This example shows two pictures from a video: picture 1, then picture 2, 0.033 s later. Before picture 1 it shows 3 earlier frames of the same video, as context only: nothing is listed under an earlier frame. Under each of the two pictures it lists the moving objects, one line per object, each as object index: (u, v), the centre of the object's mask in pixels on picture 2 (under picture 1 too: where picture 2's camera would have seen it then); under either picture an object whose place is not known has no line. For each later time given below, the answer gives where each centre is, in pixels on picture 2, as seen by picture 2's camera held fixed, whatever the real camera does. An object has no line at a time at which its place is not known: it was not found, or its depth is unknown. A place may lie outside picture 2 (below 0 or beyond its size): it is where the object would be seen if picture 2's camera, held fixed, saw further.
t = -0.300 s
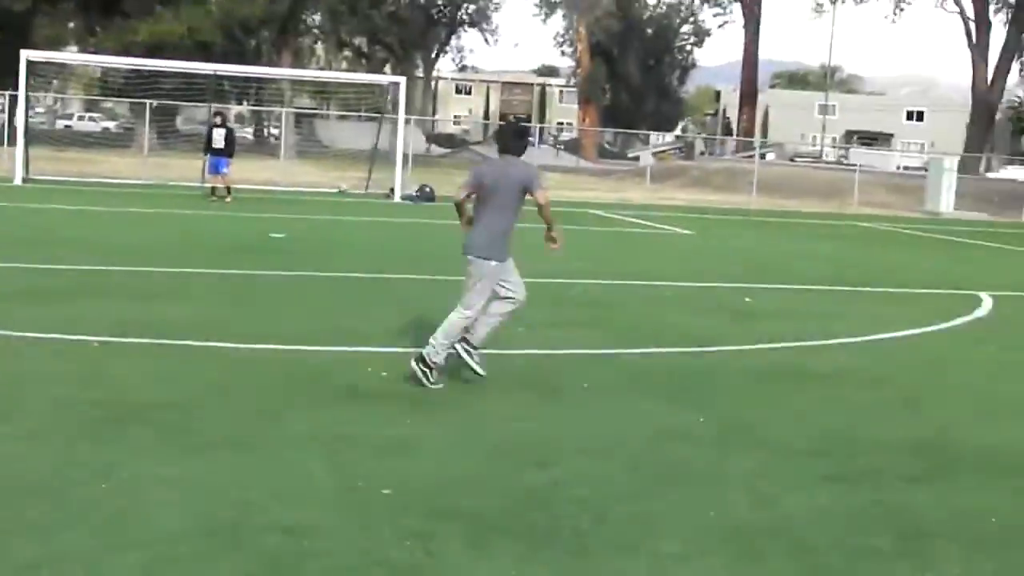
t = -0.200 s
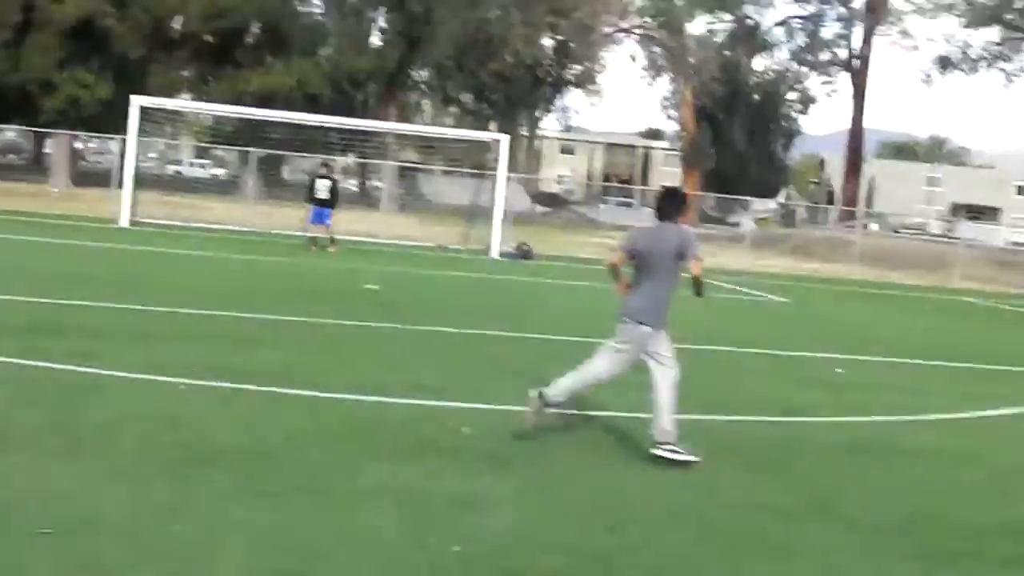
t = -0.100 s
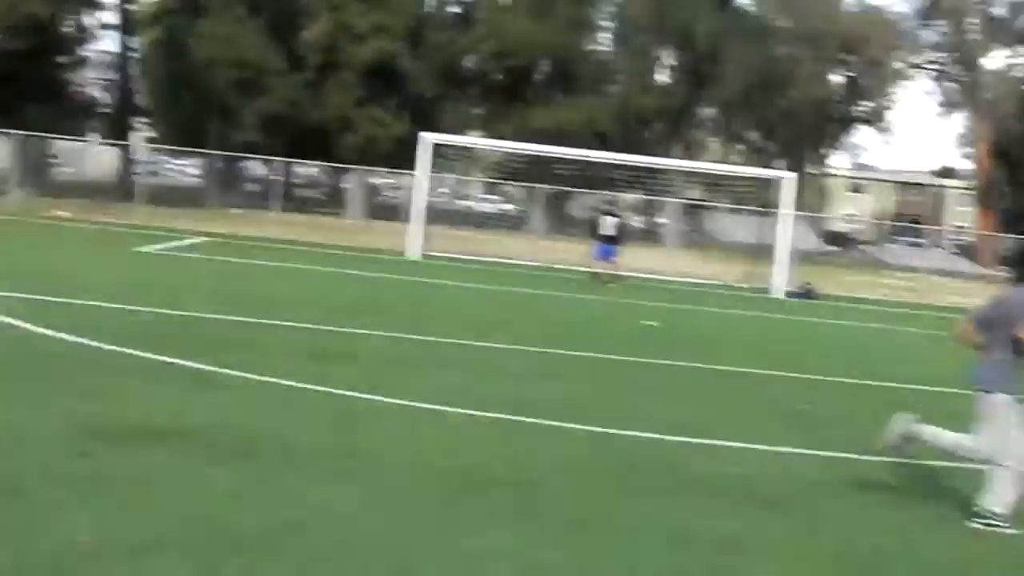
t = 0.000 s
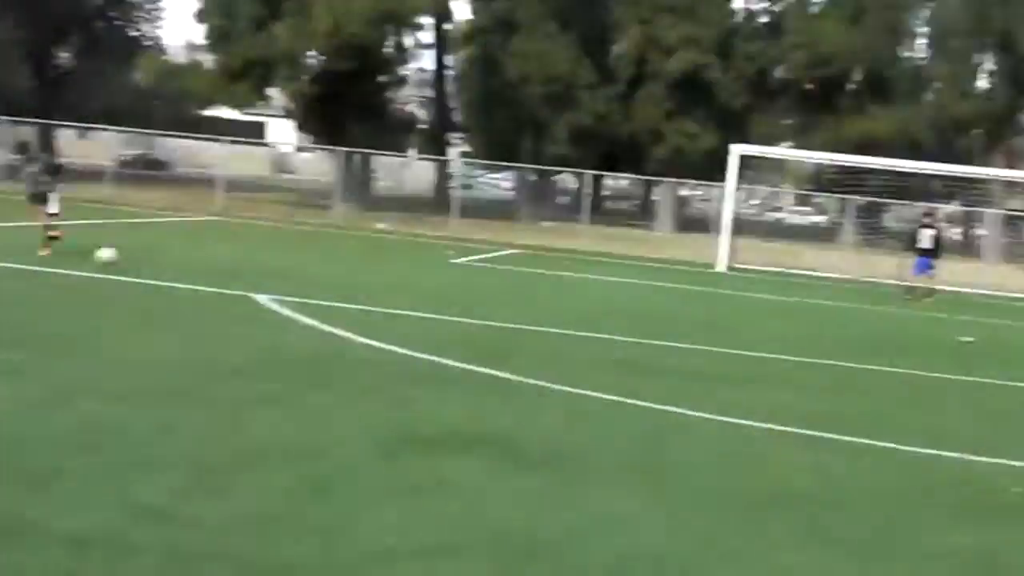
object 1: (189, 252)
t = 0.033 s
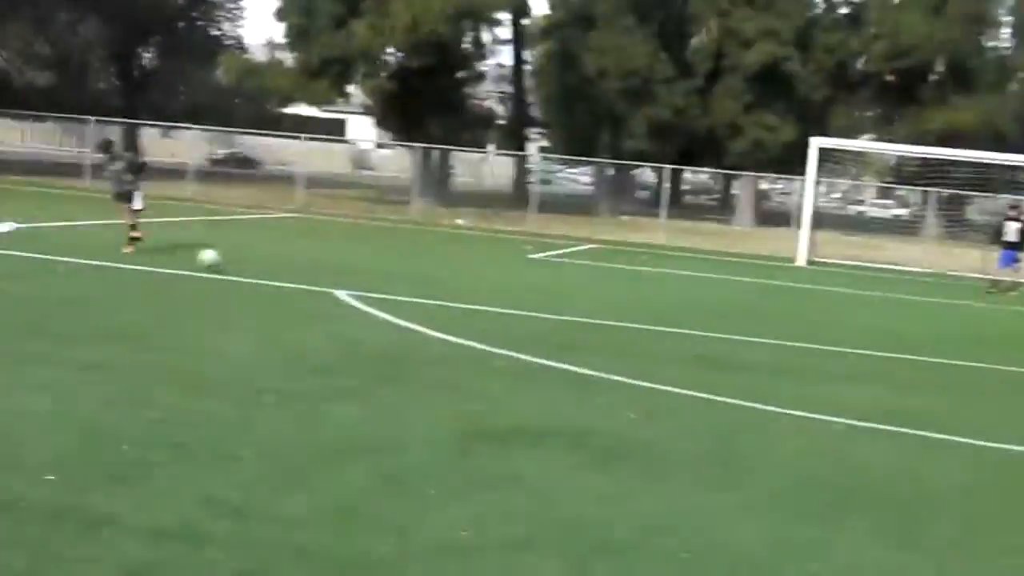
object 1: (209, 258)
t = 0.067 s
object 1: (230, 265)
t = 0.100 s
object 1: (252, 272)
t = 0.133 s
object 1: (272, 274)
